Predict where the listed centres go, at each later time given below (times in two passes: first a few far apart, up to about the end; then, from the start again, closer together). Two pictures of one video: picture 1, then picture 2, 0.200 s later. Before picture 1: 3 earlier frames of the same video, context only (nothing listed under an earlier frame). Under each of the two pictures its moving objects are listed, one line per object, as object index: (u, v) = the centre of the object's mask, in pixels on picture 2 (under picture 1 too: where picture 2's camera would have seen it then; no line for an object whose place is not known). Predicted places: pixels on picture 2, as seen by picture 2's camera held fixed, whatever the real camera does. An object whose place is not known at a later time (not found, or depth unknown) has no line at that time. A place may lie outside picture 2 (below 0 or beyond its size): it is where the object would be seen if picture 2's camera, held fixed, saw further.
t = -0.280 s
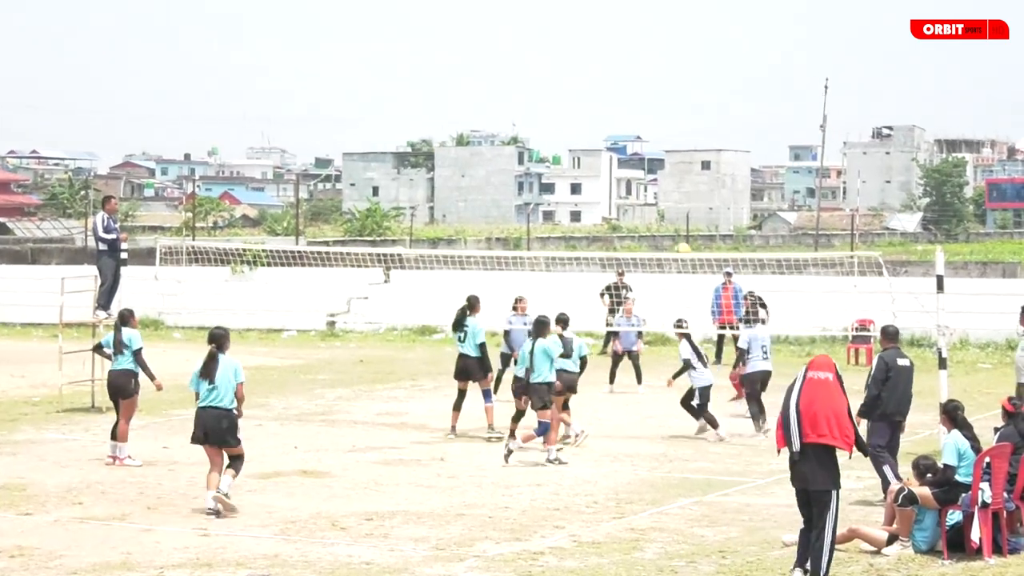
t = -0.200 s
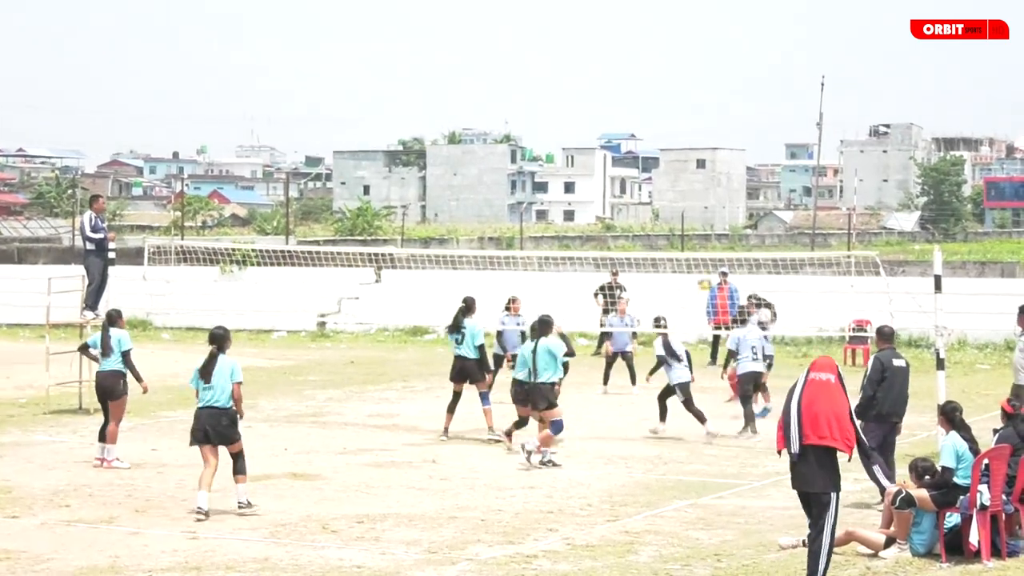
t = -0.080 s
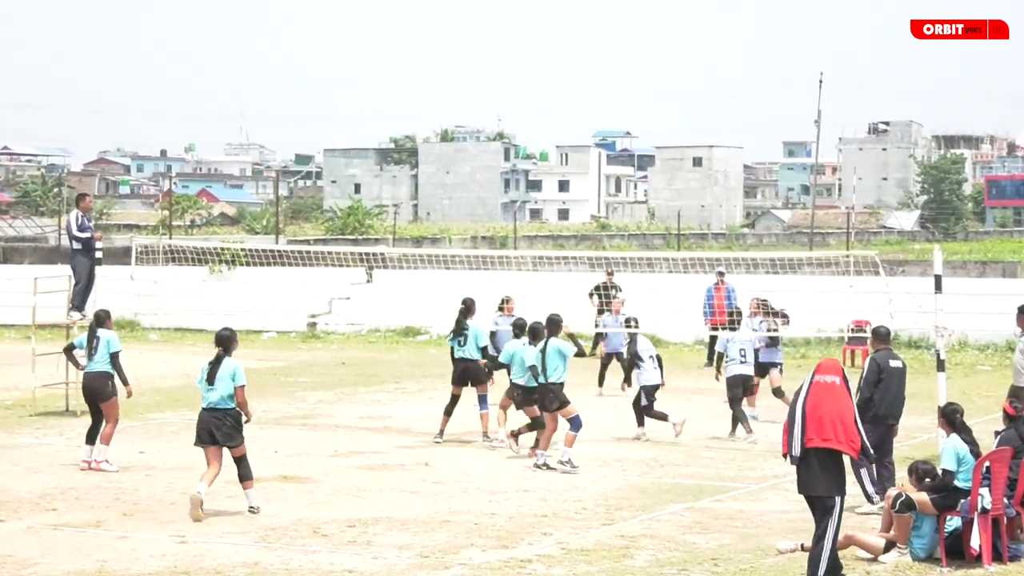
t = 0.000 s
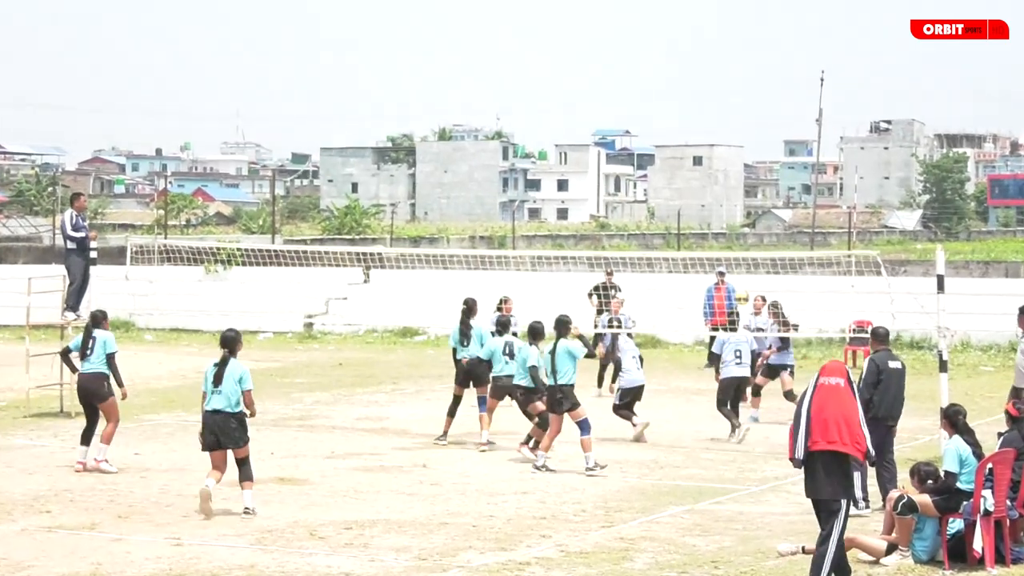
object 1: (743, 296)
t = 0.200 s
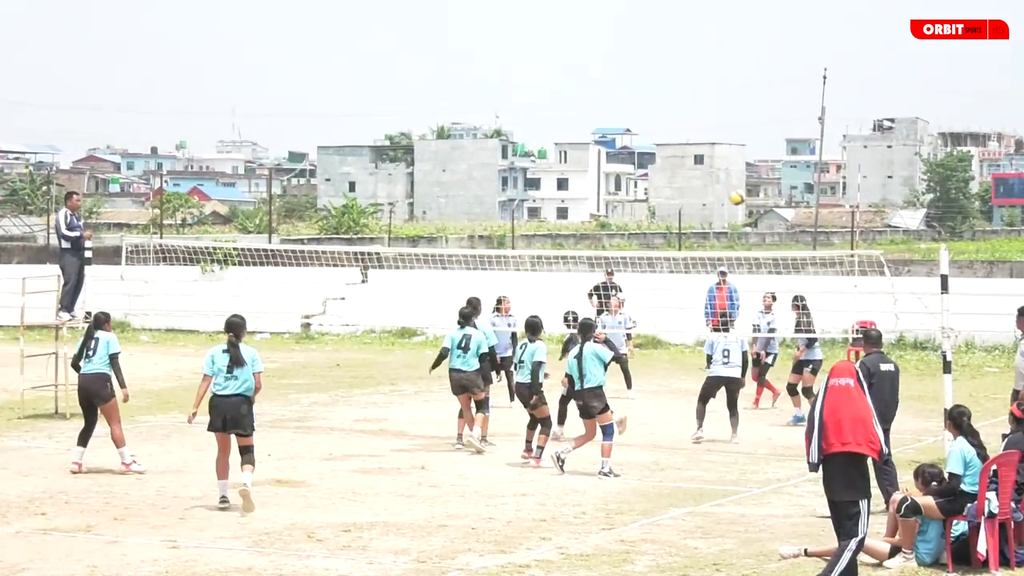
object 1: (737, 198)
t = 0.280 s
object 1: (734, 166)
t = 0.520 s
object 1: (726, 94)
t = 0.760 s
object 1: (719, 65)
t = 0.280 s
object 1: (734, 166)
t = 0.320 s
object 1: (733, 150)
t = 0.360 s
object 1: (732, 137)
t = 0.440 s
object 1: (729, 113)
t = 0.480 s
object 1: (728, 103)
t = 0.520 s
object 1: (726, 94)
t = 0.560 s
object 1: (725, 86)
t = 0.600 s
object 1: (724, 79)
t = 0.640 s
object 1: (723, 73)
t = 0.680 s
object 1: (721, 69)
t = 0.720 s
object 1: (720, 67)
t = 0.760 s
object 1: (719, 65)
